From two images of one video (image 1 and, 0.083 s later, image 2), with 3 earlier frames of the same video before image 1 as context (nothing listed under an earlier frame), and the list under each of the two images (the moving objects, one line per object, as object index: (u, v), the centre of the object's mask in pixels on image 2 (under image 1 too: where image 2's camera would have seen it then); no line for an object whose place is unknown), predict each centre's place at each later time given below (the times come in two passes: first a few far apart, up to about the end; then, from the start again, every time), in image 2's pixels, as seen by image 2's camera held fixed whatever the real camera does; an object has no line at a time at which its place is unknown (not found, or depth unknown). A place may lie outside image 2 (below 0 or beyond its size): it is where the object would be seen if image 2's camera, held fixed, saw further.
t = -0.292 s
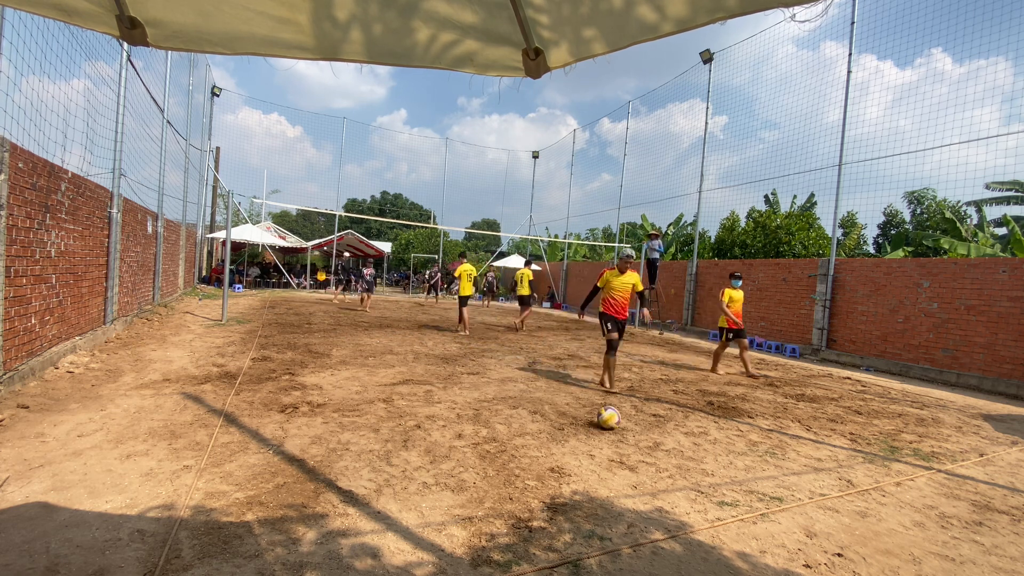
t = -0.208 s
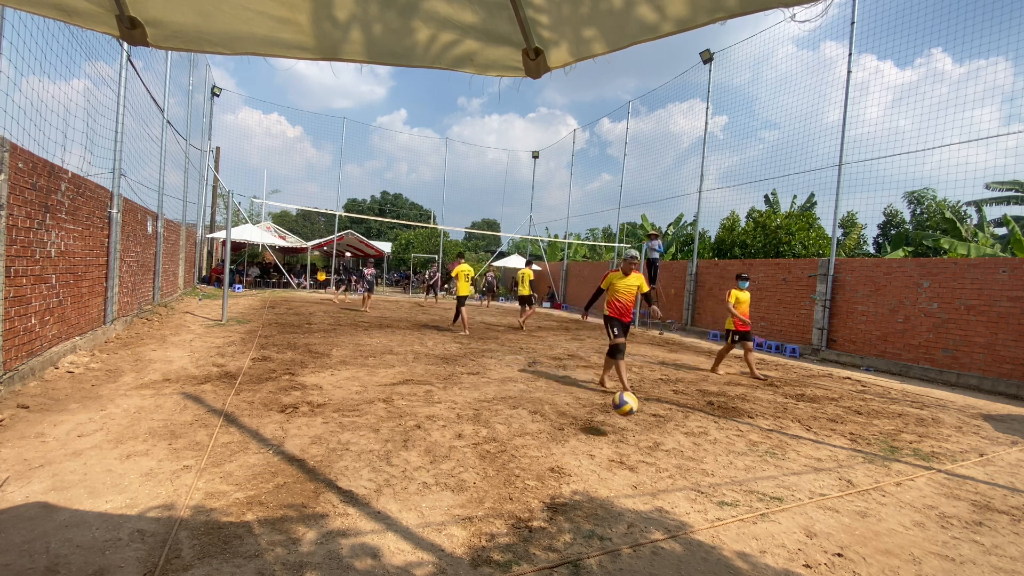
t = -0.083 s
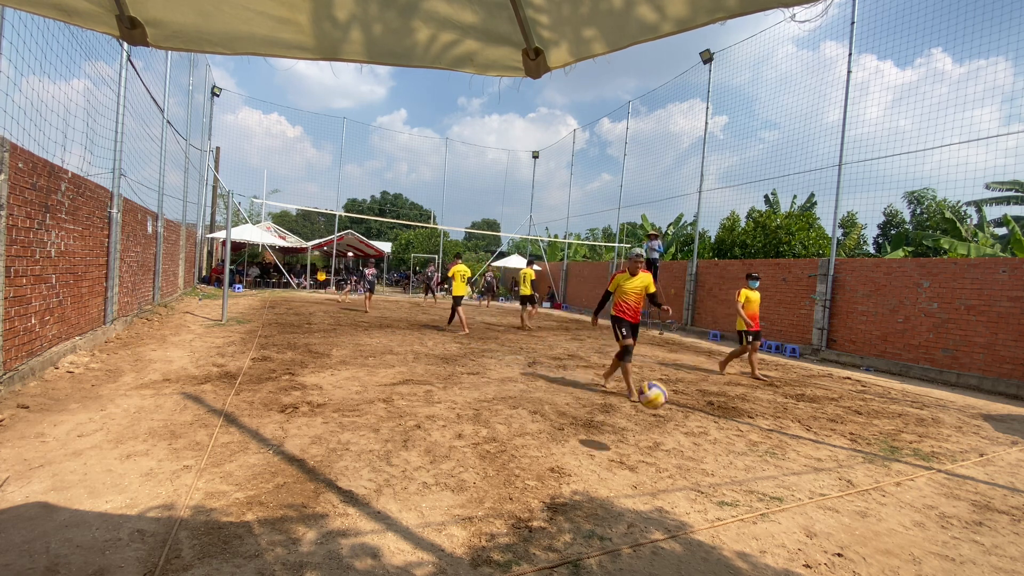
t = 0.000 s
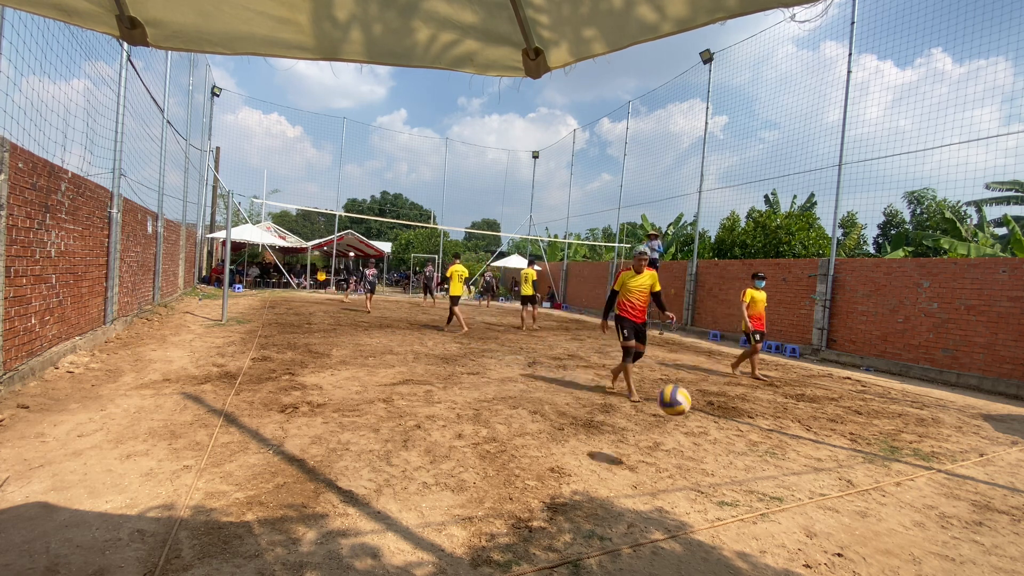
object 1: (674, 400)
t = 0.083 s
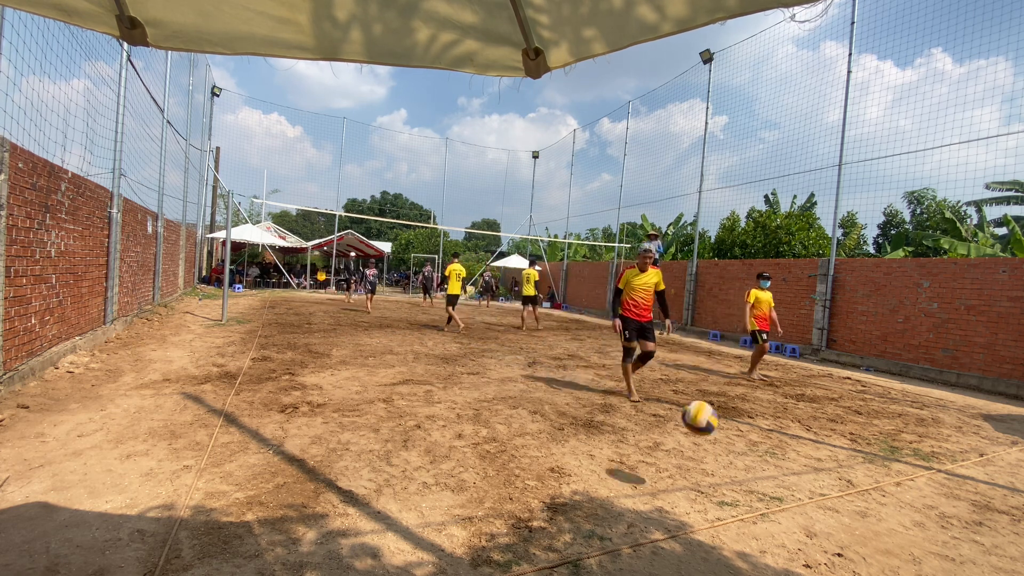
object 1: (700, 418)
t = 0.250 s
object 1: (763, 505)
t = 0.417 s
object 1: (863, 557)
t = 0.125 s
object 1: (713, 433)
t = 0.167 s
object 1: (729, 451)
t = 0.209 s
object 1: (745, 475)
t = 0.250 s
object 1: (763, 505)
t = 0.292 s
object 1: (782, 543)
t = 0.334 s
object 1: (805, 555)
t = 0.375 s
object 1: (832, 555)
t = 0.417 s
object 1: (863, 557)
